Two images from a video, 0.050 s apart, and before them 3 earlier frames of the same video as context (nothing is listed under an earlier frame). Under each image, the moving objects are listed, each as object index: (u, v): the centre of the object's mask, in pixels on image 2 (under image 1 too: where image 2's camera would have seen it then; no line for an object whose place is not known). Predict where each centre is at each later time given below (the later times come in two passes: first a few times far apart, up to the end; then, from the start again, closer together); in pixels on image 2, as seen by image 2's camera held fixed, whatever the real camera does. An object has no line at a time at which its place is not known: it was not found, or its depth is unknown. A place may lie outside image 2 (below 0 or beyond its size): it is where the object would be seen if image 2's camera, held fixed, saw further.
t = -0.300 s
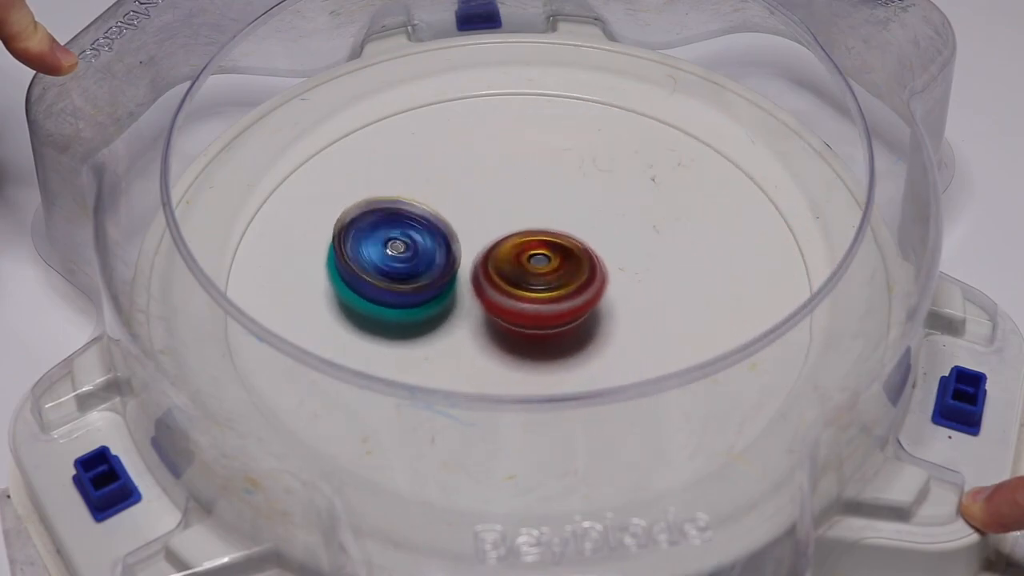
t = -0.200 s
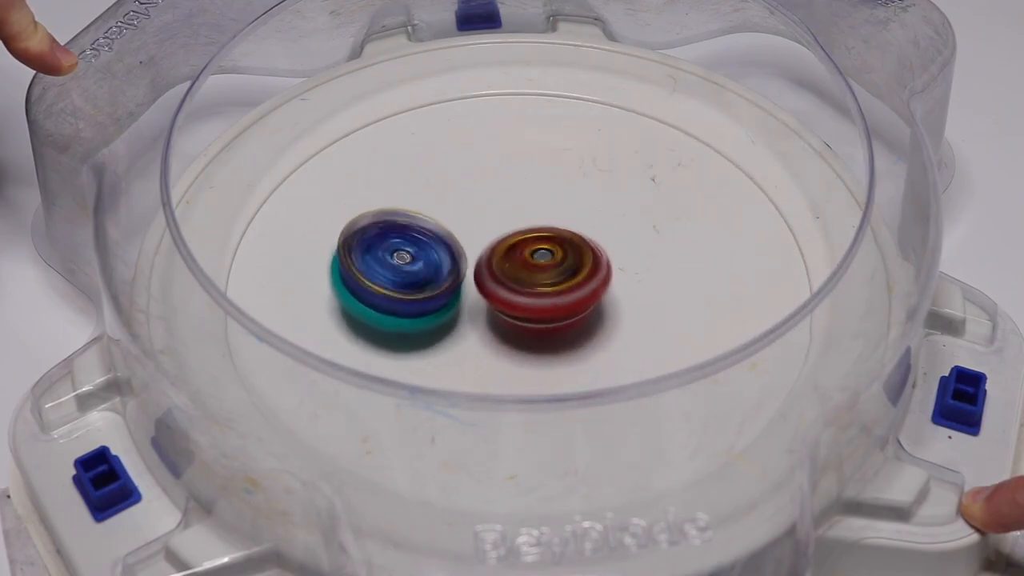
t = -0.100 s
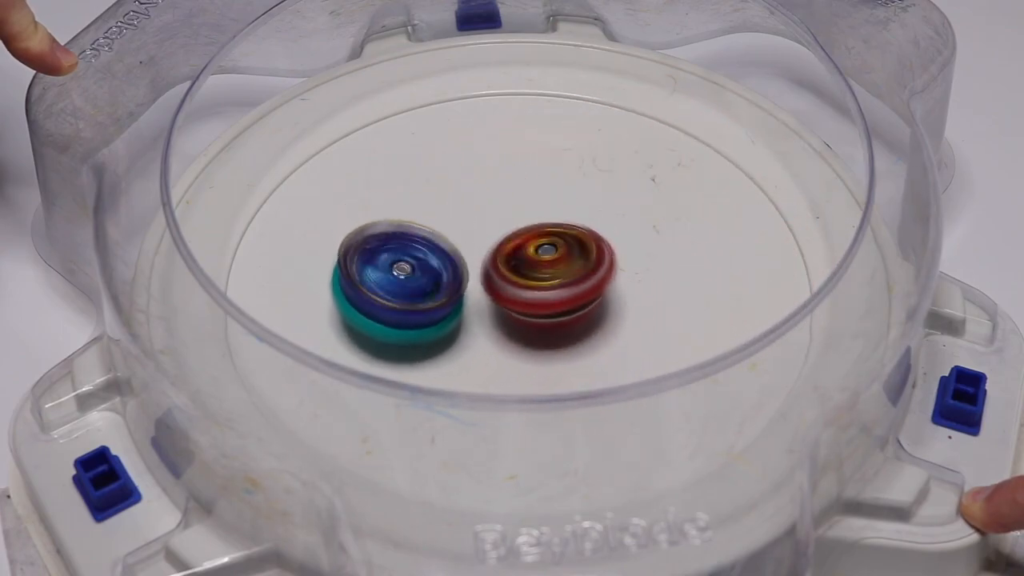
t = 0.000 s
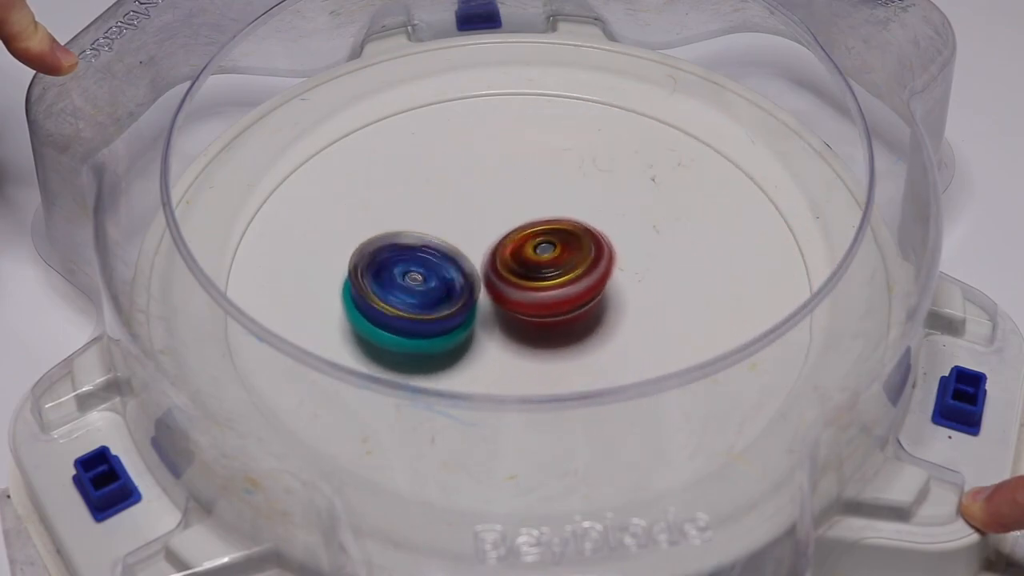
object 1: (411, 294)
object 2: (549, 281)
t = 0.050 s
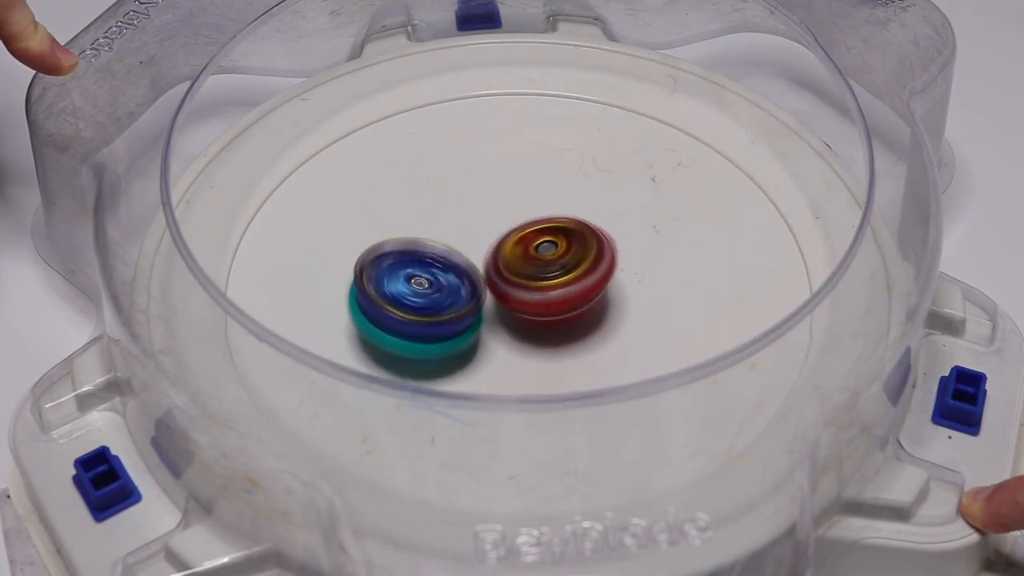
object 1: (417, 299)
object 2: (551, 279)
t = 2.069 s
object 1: (471, 257)
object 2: (619, 329)
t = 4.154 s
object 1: (565, 276)
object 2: (485, 352)
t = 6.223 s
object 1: (543, 279)
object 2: (640, 368)
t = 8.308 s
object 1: (515, 333)
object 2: (476, 232)
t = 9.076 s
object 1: (575, 327)
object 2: (506, 244)
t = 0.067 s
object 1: (418, 301)
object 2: (552, 277)
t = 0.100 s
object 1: (418, 307)
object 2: (560, 271)
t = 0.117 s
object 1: (419, 310)
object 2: (564, 267)
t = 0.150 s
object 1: (424, 313)
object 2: (571, 259)
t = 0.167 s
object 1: (427, 313)
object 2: (574, 256)
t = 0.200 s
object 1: (435, 315)
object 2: (578, 250)
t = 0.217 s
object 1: (439, 316)
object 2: (579, 247)
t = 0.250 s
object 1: (448, 317)
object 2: (581, 242)
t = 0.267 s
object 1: (453, 317)
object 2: (582, 241)
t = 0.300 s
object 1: (463, 317)
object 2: (582, 238)
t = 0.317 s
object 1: (468, 317)
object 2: (582, 236)
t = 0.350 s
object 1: (478, 316)
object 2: (582, 234)
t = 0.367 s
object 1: (483, 315)
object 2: (581, 234)
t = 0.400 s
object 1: (493, 313)
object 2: (580, 232)
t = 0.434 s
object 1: (501, 315)
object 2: (579, 229)
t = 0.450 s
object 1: (503, 316)
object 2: (578, 227)
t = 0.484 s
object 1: (510, 318)
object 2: (576, 223)
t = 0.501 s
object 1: (513, 317)
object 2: (574, 221)
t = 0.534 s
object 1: (521, 314)
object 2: (570, 216)
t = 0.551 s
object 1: (524, 314)
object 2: (569, 215)
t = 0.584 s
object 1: (531, 313)
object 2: (564, 211)
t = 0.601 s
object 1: (534, 312)
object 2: (562, 209)
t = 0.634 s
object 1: (540, 313)
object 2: (556, 206)
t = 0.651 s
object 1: (543, 314)
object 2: (553, 204)
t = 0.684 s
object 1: (547, 315)
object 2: (546, 201)
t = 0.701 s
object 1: (549, 315)
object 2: (542, 200)
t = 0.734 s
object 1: (554, 312)
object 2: (534, 198)
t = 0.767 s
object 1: (560, 310)
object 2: (527, 195)
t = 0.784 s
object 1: (562, 308)
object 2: (523, 198)
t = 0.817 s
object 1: (567, 305)
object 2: (515, 198)
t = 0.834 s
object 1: (569, 304)
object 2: (511, 199)
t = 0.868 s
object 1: (573, 301)
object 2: (504, 196)
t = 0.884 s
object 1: (575, 299)
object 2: (500, 203)
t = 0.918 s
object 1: (577, 295)
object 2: (492, 206)
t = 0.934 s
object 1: (578, 293)
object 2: (488, 209)
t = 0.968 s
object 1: (580, 289)
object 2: (480, 214)
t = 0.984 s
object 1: (581, 287)
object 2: (477, 216)
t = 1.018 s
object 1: (582, 282)
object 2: (469, 222)
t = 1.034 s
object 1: (582, 280)
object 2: (464, 225)
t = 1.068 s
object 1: (582, 276)
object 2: (455, 231)
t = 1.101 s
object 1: (581, 271)
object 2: (446, 237)
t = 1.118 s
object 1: (581, 269)
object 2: (442, 240)
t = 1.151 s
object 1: (579, 265)
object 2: (435, 247)
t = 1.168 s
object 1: (578, 263)
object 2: (432, 250)
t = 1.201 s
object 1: (575, 259)
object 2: (427, 256)
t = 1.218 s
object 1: (573, 257)
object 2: (424, 259)
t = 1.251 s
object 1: (570, 253)
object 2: (420, 265)
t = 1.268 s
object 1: (568, 252)
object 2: (419, 269)
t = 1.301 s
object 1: (563, 249)
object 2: (416, 275)
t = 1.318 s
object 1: (561, 248)
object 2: (416, 279)
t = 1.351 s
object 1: (556, 245)
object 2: (416, 285)
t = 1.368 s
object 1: (554, 243)
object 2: (417, 288)
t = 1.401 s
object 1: (548, 242)
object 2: (420, 294)
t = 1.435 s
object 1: (543, 240)
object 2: (423, 300)
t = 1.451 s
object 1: (540, 239)
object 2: (425, 303)
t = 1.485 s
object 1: (535, 238)
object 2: (431, 308)
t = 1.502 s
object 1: (533, 237)
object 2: (434, 311)
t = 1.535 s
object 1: (528, 234)
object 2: (440, 317)
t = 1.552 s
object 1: (526, 232)
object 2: (442, 320)
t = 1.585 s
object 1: (523, 231)
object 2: (449, 324)
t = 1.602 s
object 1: (521, 231)
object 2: (452, 326)
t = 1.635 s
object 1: (516, 229)
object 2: (460, 328)
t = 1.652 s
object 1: (514, 229)
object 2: (464, 329)
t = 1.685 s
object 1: (508, 227)
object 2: (473, 331)
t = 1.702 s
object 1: (506, 227)
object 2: (479, 333)
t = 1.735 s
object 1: (500, 228)
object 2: (491, 335)
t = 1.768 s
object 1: (495, 228)
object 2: (503, 336)
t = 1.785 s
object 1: (492, 229)
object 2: (509, 337)
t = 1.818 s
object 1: (487, 232)
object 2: (523, 338)
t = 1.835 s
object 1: (485, 234)
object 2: (530, 338)
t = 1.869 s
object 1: (482, 237)
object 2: (545, 339)
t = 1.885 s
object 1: (481, 238)
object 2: (552, 339)
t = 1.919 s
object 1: (478, 242)
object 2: (566, 338)
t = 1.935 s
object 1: (477, 243)
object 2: (573, 337)
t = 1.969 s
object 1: (475, 247)
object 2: (587, 336)
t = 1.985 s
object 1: (473, 248)
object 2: (594, 334)
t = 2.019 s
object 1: (472, 252)
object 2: (606, 333)
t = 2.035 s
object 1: (472, 254)
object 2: (611, 332)
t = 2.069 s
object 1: (471, 257)
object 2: (619, 329)
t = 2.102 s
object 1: (472, 262)
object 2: (624, 325)
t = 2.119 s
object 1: (472, 264)
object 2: (626, 323)
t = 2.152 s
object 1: (473, 267)
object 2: (628, 319)
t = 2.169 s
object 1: (474, 269)
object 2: (628, 317)
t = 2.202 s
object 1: (476, 273)
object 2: (627, 311)
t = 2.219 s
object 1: (478, 275)
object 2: (627, 309)
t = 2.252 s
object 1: (481, 279)
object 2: (625, 303)
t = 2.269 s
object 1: (483, 281)
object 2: (623, 300)
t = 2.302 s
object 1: (485, 285)
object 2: (623, 292)
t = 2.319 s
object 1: (477, 288)
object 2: (630, 285)
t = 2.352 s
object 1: (457, 291)
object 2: (648, 271)
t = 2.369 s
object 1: (449, 292)
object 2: (656, 265)
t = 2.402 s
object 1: (438, 294)
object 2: (668, 251)
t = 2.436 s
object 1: (434, 293)
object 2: (678, 240)
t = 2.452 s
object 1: (435, 294)
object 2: (682, 235)
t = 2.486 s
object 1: (439, 294)
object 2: (689, 225)
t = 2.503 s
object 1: (441, 294)
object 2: (691, 221)
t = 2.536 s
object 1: (446, 295)
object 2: (692, 213)
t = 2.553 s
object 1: (449, 295)
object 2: (692, 209)
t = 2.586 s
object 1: (455, 294)
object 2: (690, 205)
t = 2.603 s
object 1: (458, 294)
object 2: (686, 203)
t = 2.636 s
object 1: (464, 293)
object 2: (678, 203)
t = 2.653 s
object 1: (468, 293)
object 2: (673, 204)
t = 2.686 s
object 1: (474, 292)
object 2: (662, 205)
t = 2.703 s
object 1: (478, 290)
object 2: (656, 207)
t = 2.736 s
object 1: (484, 289)
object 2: (641, 210)
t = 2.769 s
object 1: (491, 287)
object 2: (624, 212)
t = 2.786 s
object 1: (494, 286)
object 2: (616, 213)
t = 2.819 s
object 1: (499, 284)
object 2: (596, 212)
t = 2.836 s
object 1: (496, 288)
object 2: (588, 206)
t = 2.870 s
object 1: (487, 306)
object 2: (577, 190)
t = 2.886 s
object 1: (482, 315)
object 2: (572, 182)
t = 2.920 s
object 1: (477, 326)
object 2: (559, 167)
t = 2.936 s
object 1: (476, 329)
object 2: (553, 162)
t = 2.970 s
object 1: (476, 331)
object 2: (540, 142)
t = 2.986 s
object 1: (476, 331)
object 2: (534, 146)
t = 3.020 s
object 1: (477, 328)
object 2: (522, 139)
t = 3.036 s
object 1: (477, 327)
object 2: (517, 137)
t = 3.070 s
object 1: (477, 324)
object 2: (504, 124)
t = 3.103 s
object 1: (478, 321)
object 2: (494, 123)
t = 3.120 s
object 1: (478, 319)
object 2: (490, 127)
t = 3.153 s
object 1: (479, 316)
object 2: (480, 131)
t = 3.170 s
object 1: (479, 314)
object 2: (476, 133)
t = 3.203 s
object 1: (480, 310)
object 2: (470, 145)
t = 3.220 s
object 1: (480, 309)
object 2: (465, 150)
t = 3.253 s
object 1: (480, 305)
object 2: (459, 159)
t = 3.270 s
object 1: (481, 303)
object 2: (455, 165)
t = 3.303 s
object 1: (480, 299)
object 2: (447, 175)
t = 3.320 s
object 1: (480, 297)
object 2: (442, 180)
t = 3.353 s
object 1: (479, 293)
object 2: (433, 190)
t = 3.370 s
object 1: (482, 296)
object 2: (426, 196)
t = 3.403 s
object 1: (495, 302)
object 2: (409, 203)
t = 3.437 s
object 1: (508, 307)
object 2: (395, 208)
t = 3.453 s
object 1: (512, 309)
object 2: (389, 210)
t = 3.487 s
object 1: (520, 310)
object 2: (376, 215)
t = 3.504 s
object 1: (522, 310)
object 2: (370, 218)
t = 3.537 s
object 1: (523, 308)
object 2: (361, 225)
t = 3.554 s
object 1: (523, 307)
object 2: (358, 228)
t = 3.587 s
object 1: (520, 306)
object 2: (354, 236)
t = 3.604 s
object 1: (519, 306)
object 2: (353, 240)
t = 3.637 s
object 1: (517, 304)
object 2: (354, 249)
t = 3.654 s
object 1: (516, 304)
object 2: (355, 254)
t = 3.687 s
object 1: (513, 303)
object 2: (360, 265)
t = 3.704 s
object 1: (511, 301)
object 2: (363, 269)
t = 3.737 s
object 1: (509, 299)
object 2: (371, 281)
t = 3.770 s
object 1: (515, 299)
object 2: (375, 292)
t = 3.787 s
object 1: (526, 297)
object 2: (369, 297)
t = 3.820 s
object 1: (545, 293)
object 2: (361, 306)
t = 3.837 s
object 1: (552, 290)
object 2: (360, 309)
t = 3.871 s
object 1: (562, 287)
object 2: (361, 316)
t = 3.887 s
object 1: (564, 286)
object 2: (362, 317)
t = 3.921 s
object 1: (566, 284)
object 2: (369, 324)
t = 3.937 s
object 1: (566, 284)
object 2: (373, 326)
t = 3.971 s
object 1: (567, 284)
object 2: (384, 332)
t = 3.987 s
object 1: (568, 283)
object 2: (389, 333)
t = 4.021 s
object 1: (567, 281)
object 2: (406, 340)
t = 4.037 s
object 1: (567, 282)
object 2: (414, 341)
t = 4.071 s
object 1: (567, 281)
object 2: (433, 346)
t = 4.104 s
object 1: (566, 281)
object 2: (453, 349)
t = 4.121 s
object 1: (566, 279)
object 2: (464, 351)
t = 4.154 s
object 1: (565, 276)
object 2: (485, 352)
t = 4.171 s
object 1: (565, 273)
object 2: (497, 353)
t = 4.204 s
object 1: (562, 258)
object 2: (518, 390)
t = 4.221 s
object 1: (561, 244)
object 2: (527, 395)
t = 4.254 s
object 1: (561, 226)
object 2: (548, 414)
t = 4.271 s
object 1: (560, 213)
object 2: (556, 422)
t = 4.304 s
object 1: (559, 203)
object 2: (574, 432)
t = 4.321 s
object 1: (557, 196)
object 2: (584, 437)
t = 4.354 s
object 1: (555, 190)
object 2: (603, 450)
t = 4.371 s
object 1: (554, 190)
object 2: (608, 450)
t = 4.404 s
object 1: (552, 190)
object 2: (621, 447)
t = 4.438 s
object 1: (552, 192)
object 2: (629, 444)
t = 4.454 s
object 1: (551, 192)
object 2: (634, 441)
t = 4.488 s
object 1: (549, 193)
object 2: (637, 424)
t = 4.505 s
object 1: (548, 195)
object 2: (639, 418)
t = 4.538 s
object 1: (546, 197)
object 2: (642, 405)
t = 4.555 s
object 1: (545, 198)
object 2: (645, 399)
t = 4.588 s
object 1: (544, 202)
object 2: (647, 379)
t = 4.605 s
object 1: (543, 204)
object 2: (649, 370)
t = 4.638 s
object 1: (542, 208)
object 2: (649, 338)
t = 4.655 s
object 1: (542, 210)
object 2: (649, 333)
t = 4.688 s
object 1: (543, 215)
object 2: (652, 321)
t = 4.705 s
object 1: (543, 217)
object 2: (653, 313)
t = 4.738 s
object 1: (544, 222)
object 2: (653, 297)
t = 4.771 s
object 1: (540, 226)
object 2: (654, 280)
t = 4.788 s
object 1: (532, 227)
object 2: (658, 273)
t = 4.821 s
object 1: (520, 228)
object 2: (660, 256)
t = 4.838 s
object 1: (515, 229)
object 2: (660, 248)
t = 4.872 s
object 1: (509, 233)
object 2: (655, 231)
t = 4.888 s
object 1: (508, 235)
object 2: (651, 223)
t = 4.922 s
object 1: (509, 239)
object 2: (644, 208)
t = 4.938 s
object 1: (509, 241)
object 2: (641, 200)
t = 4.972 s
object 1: (511, 244)
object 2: (630, 186)
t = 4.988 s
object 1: (512, 246)
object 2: (626, 180)
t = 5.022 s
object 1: (514, 249)
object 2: (614, 167)
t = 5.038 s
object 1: (516, 251)
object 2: (606, 161)
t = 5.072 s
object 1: (519, 254)
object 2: (593, 152)
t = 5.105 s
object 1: (523, 256)
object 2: (579, 146)
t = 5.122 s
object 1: (526, 257)
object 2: (571, 143)
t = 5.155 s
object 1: (530, 260)
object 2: (556, 139)
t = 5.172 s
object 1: (532, 260)
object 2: (549, 139)
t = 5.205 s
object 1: (537, 262)
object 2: (532, 130)
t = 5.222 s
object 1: (541, 262)
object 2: (524, 140)
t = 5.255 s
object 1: (546, 262)
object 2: (508, 143)
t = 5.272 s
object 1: (548, 262)
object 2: (500, 145)
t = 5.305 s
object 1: (553, 262)
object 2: (484, 151)
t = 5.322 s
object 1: (555, 261)
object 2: (476, 155)
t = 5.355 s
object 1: (559, 260)
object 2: (459, 163)
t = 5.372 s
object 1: (561, 259)
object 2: (452, 167)
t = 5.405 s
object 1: (565, 258)
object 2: (435, 178)
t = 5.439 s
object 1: (567, 256)
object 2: (420, 189)
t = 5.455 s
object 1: (569, 255)
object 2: (412, 195)
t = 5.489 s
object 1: (570, 252)
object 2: (399, 207)
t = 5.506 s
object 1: (571, 251)
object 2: (393, 213)
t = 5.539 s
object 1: (571, 250)
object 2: (382, 227)
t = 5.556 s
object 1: (571, 249)
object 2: (378, 234)
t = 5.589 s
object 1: (570, 247)
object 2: (370, 249)
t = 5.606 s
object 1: (570, 247)
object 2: (368, 257)
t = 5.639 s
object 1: (568, 245)
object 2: (364, 272)
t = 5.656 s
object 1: (567, 245)
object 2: (363, 280)
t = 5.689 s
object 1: (564, 244)
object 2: (362, 295)
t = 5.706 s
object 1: (563, 243)
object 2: (363, 302)
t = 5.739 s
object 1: (560, 244)
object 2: (367, 315)
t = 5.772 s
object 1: (557, 245)
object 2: (374, 323)
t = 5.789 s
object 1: (555, 245)
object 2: (379, 329)
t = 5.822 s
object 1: (552, 247)
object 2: (389, 337)
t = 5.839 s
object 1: (551, 248)
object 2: (393, 353)
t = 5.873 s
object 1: (547, 250)
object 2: (407, 364)
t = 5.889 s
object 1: (546, 252)
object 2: (417, 374)
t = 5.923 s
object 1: (543, 254)
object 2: (434, 383)
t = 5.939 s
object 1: (542, 256)
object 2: (445, 385)
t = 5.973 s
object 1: (541, 261)
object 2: (467, 392)
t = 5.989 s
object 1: (541, 261)
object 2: (478, 393)
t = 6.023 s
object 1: (539, 266)
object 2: (501, 395)
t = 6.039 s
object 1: (539, 267)
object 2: (513, 396)
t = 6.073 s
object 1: (540, 271)
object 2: (536, 395)
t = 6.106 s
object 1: (541, 274)
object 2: (560, 392)
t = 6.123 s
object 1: (541, 275)
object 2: (570, 389)
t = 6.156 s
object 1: (542, 277)
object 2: (593, 383)
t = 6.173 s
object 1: (543, 278)
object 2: (605, 380)
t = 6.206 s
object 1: (545, 280)
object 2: (623, 370)
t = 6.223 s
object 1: (543, 279)
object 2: (640, 368)
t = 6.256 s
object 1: (521, 266)
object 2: (679, 366)
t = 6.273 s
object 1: (511, 259)
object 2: (694, 364)
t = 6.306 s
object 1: (496, 249)
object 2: (721, 356)
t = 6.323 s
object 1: (489, 246)
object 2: (726, 351)
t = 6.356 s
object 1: (481, 244)
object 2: (743, 343)
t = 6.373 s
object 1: (479, 242)
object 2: (749, 339)
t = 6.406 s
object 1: (476, 242)
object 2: (759, 326)
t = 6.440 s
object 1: (476, 244)
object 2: (767, 312)
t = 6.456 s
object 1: (477, 243)
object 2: (769, 306)
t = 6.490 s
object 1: (479, 241)
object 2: (763, 284)
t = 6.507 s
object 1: (479, 241)
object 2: (763, 280)
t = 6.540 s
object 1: (478, 238)
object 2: (759, 271)
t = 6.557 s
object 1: (477, 240)
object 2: (756, 268)
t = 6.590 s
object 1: (476, 241)
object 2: (747, 258)
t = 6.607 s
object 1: (476, 242)
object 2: (741, 252)
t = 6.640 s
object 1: (478, 243)
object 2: (727, 241)
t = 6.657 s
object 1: (479, 244)
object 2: (719, 236)
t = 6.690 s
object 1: (481, 240)
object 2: (702, 229)
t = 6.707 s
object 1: (482, 241)
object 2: (692, 225)
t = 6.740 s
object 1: (483, 242)
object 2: (673, 220)
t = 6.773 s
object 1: (486, 242)
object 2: (653, 216)
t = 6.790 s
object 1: (487, 243)
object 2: (644, 217)
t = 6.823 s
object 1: (490, 244)
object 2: (624, 217)
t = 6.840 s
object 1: (492, 244)
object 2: (615, 216)
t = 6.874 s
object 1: (477, 253)
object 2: (608, 212)
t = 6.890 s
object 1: (473, 257)
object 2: (603, 210)
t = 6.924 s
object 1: (466, 264)
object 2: (588, 210)
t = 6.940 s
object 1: (465, 267)
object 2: (581, 211)
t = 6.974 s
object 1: (464, 275)
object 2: (570, 213)
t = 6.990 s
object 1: (455, 284)
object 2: (568, 210)
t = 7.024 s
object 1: (438, 301)
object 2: (567, 202)
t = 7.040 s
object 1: (433, 309)
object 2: (566, 200)
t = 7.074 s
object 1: (428, 321)
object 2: (561, 198)
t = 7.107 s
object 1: (428, 327)
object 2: (553, 203)
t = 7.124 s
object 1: (431, 329)
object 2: (548, 207)
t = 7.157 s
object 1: (437, 331)
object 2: (536, 220)
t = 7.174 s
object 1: (439, 330)
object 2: (531, 226)
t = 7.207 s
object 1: (447, 329)
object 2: (524, 238)
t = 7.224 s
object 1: (450, 330)
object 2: (522, 242)
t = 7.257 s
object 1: (462, 336)
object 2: (515, 249)
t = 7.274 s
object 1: (471, 342)
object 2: (510, 249)
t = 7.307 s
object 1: (494, 355)
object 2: (503, 241)
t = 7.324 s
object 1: (505, 360)
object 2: (500, 239)
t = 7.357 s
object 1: (536, 386)
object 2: (495, 234)
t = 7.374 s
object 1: (548, 393)
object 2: (492, 234)
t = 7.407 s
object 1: (570, 412)
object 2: (489, 235)
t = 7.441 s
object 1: (586, 424)
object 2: (490, 238)
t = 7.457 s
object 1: (594, 427)
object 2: (491, 239)
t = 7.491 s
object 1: (601, 430)
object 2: (496, 241)
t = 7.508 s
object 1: (603, 431)
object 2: (499, 243)
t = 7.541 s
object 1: (604, 429)
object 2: (505, 246)
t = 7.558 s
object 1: (603, 427)
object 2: (506, 246)
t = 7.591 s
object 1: (601, 422)
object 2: (509, 250)
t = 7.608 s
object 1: (601, 417)
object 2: (512, 252)
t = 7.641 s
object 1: (590, 416)
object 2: (516, 257)
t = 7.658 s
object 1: (586, 412)
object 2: (518, 258)
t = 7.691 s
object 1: (574, 390)
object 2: (524, 263)
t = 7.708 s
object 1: (569, 383)
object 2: (527, 264)
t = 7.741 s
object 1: (561, 371)
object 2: (530, 264)
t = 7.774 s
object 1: (557, 350)
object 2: (534, 260)
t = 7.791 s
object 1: (554, 348)
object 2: (536, 256)
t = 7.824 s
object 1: (552, 344)
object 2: (540, 250)
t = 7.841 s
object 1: (560, 346)
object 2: (534, 250)
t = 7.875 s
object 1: (572, 363)
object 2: (528, 243)
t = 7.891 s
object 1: (577, 364)
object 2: (524, 237)
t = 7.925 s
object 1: (579, 347)
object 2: (520, 224)
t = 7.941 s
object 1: (580, 346)
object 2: (515, 219)
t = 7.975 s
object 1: (581, 344)
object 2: (507, 213)
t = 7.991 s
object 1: (580, 342)
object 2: (503, 210)
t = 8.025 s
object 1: (575, 340)
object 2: (497, 208)
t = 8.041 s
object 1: (571, 339)
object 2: (496, 207)
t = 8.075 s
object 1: (559, 335)
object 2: (491, 206)
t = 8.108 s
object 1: (545, 330)
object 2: (489, 209)
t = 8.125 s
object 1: (539, 328)
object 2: (488, 209)
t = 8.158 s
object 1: (528, 326)
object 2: (485, 212)
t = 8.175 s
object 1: (523, 325)
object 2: (483, 214)
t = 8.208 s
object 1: (514, 324)
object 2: (483, 219)
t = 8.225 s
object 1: (512, 324)
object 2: (483, 220)
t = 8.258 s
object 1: (513, 327)
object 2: (480, 224)
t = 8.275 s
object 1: (513, 328)
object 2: (479, 227)
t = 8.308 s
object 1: (515, 333)
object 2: (476, 232)
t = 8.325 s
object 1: (517, 335)
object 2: (475, 234)
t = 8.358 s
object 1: (517, 337)
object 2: (477, 238)
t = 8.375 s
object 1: (516, 337)
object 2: (479, 239)
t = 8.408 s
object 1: (514, 338)
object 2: (486, 242)
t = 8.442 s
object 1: (513, 338)
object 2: (492, 245)
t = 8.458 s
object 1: (513, 338)
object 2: (495, 246)
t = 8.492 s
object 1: (513, 339)
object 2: (503, 248)
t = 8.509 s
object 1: (513, 340)
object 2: (506, 249)
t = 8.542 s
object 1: (525, 341)
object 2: (510, 253)
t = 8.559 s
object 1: (530, 340)
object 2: (511, 253)
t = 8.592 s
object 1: (539, 338)
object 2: (512, 251)
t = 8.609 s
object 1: (543, 338)
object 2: (513, 252)
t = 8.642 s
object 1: (555, 340)
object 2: (509, 248)
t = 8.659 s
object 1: (560, 338)
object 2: (507, 245)
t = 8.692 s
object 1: (565, 337)
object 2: (505, 241)
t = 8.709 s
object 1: (566, 337)
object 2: (507, 239)
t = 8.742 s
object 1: (567, 336)
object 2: (510, 239)
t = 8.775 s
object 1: (567, 335)
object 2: (514, 239)
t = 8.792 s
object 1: (568, 335)
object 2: (515, 240)
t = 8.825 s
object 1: (570, 333)
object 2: (518, 241)
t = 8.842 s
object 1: (571, 332)
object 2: (518, 241)
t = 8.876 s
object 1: (573, 330)
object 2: (516, 240)
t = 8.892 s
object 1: (574, 328)
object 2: (514, 241)
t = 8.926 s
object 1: (574, 327)
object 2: (509, 245)
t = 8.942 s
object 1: (575, 327)
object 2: (508, 245)
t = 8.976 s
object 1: (575, 327)
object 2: (506, 244)
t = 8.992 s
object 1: (575, 327)
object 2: (506, 245)
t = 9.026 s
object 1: (575, 327)
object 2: (506, 244)
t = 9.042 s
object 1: (575, 327)
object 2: (506, 244)
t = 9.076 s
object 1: (575, 327)
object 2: (506, 244)
